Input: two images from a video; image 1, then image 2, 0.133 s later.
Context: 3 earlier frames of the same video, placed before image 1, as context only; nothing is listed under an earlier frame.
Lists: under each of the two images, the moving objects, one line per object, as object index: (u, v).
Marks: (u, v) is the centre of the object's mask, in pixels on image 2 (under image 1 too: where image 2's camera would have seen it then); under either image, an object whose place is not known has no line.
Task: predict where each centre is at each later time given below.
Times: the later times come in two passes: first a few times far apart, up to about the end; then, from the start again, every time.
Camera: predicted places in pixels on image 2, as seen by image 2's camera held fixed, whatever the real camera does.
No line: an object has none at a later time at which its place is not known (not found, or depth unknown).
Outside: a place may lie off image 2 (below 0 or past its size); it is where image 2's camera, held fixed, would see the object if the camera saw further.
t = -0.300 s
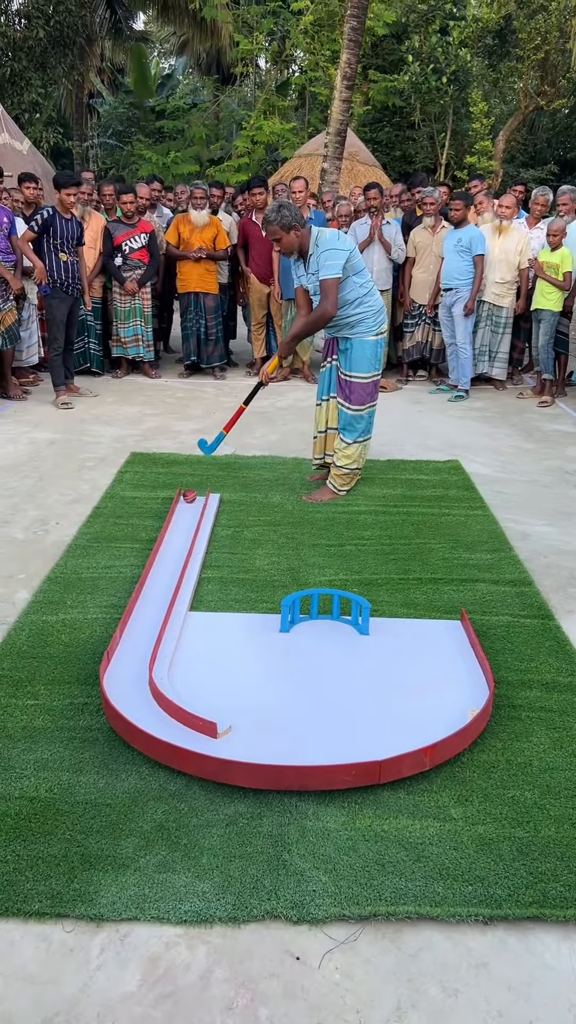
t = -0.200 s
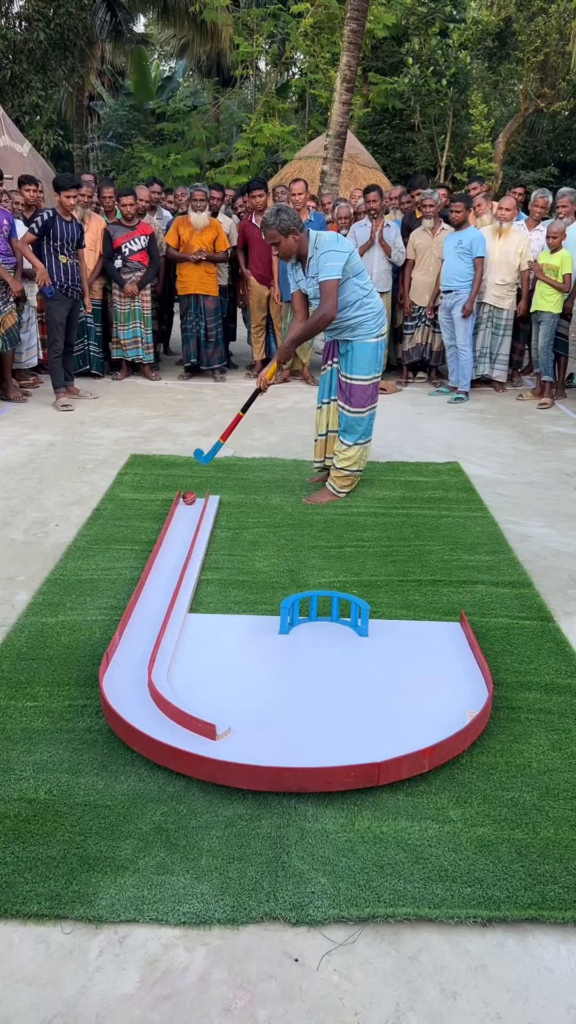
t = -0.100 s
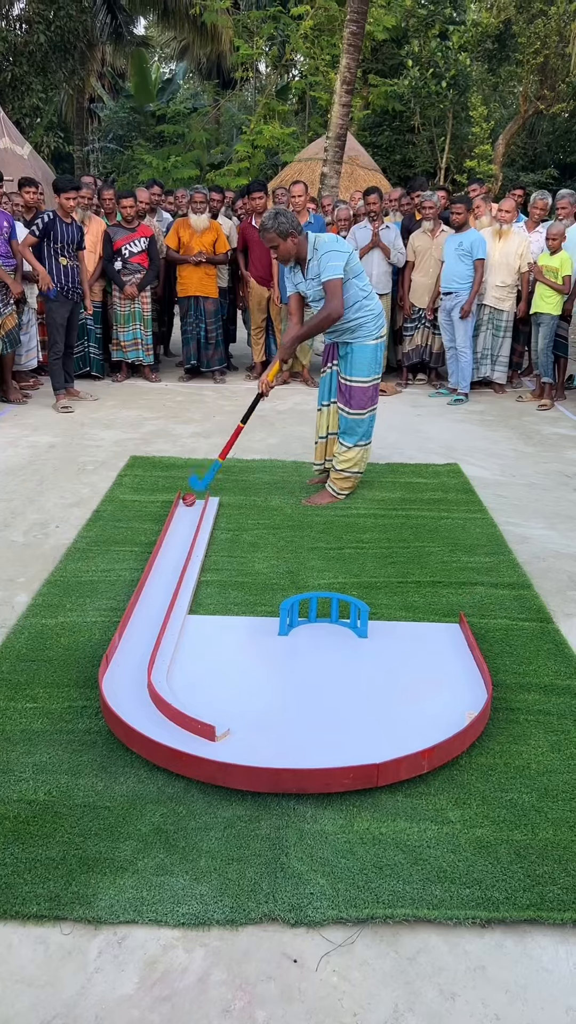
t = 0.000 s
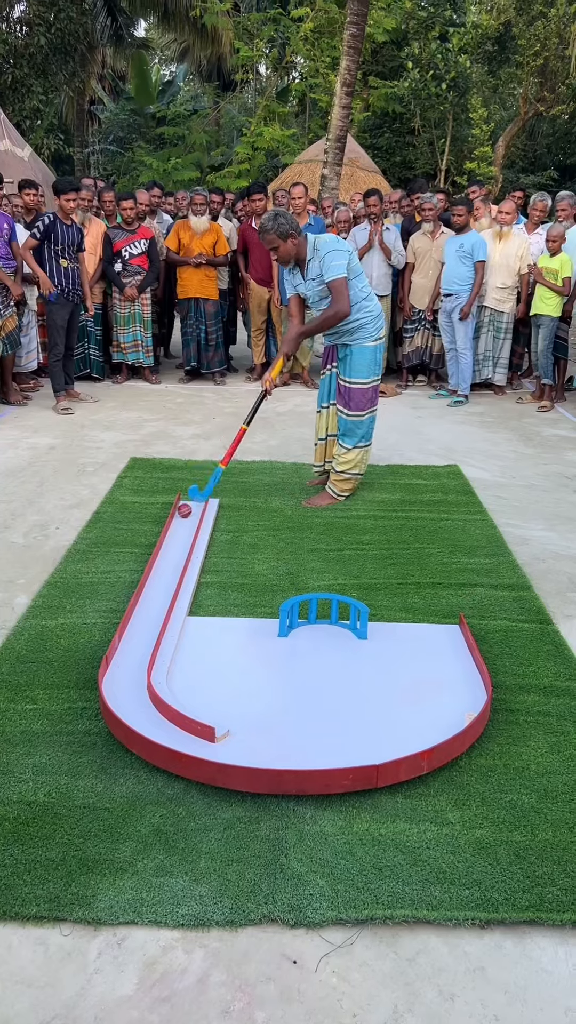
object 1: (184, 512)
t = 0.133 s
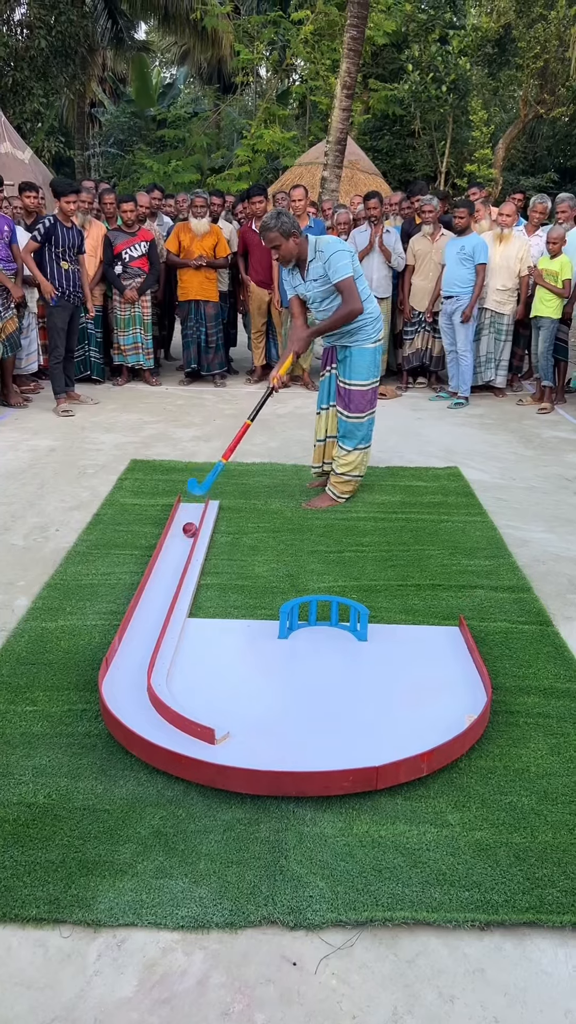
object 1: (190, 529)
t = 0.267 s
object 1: (179, 546)
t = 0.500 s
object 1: (165, 576)
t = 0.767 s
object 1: (149, 617)
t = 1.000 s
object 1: (138, 657)
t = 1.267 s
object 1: (126, 708)
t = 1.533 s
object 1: (178, 743)
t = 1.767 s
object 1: (247, 760)
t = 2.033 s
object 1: (332, 762)
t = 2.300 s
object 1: (402, 749)
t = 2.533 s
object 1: (445, 728)
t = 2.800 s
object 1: (426, 701)
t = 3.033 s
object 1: (403, 678)
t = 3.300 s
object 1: (381, 651)
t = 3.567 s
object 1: (375, 639)
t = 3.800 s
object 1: (382, 642)
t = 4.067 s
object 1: (389, 644)
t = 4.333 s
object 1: (393, 642)
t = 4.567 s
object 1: (397, 638)
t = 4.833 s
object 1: (405, 633)
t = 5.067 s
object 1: (411, 626)
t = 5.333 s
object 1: (416, 616)
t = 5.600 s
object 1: (421, 613)
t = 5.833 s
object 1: (424, 612)
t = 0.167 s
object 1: (187, 533)
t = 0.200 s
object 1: (184, 537)
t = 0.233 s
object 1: (181, 541)
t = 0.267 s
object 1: (179, 546)
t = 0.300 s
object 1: (177, 550)
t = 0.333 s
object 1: (175, 554)
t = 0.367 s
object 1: (173, 558)
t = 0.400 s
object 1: (171, 562)
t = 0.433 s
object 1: (169, 567)
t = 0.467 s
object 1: (167, 572)
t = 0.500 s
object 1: (165, 576)
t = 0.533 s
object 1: (163, 581)
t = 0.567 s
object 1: (161, 586)
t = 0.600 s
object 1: (159, 591)
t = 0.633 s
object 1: (157, 596)
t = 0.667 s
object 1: (155, 601)
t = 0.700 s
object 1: (153, 606)
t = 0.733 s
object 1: (151, 611)
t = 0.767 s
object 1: (149, 617)
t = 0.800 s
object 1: (148, 622)
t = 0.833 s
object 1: (146, 628)
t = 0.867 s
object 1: (144, 633)
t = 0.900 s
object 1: (143, 639)
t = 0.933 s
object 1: (141, 644)
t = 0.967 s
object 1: (139, 650)
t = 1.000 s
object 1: (138, 657)
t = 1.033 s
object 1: (136, 663)
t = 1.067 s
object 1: (135, 669)
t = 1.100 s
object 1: (133, 675)
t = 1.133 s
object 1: (132, 681)
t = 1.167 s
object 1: (130, 688)
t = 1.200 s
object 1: (129, 694)
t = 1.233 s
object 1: (128, 701)
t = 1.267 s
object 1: (126, 708)
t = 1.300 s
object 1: (126, 713)
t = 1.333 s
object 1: (134, 718)
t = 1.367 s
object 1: (141, 722)
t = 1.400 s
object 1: (148, 727)
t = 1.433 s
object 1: (156, 731)
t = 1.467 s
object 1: (163, 735)
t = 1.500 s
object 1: (170, 739)
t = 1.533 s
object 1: (178, 743)
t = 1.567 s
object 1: (186, 747)
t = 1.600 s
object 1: (195, 750)
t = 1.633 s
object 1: (205, 752)
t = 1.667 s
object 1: (215, 754)
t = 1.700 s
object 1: (226, 757)
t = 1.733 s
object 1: (236, 759)
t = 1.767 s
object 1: (247, 760)
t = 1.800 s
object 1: (257, 761)
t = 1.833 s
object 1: (268, 763)
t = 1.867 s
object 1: (279, 763)
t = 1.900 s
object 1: (290, 764)
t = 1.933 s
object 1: (300, 763)
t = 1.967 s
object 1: (311, 763)
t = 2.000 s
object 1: (322, 763)
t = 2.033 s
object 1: (332, 762)
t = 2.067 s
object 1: (342, 762)
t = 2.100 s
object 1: (352, 761)
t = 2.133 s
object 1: (362, 760)
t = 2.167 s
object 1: (371, 758)
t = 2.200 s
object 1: (380, 757)
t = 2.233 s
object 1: (387, 754)
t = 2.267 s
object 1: (394, 752)
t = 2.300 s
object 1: (402, 749)
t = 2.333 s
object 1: (408, 746)
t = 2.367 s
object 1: (415, 743)
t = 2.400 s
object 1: (422, 741)
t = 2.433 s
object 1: (428, 738)
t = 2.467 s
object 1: (434, 735)
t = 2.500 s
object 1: (440, 731)
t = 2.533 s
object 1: (445, 728)
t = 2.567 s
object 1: (451, 724)
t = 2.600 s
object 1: (449, 721)
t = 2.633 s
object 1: (445, 718)
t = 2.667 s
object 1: (441, 714)
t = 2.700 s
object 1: (437, 711)
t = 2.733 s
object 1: (433, 707)
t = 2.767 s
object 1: (429, 704)
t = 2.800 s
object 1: (426, 701)
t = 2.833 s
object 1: (423, 698)
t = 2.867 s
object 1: (419, 694)
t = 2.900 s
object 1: (416, 691)
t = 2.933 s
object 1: (413, 688)
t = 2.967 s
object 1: (409, 684)
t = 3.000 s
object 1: (406, 681)
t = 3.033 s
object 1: (403, 678)
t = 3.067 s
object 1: (400, 674)
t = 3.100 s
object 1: (397, 671)
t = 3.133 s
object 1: (394, 668)
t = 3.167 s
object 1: (391, 664)
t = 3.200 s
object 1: (389, 661)
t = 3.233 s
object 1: (386, 658)
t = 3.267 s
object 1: (383, 655)
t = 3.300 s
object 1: (381, 651)
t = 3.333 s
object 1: (378, 648)
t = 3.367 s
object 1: (376, 645)
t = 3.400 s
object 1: (374, 642)
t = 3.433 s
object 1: (371, 639)
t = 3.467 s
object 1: (370, 636)
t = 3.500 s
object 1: (372, 636)
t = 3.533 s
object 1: (373, 639)
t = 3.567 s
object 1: (375, 639)
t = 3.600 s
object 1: (376, 640)
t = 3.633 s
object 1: (378, 641)
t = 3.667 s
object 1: (379, 641)
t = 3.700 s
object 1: (380, 641)
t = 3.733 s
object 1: (381, 642)
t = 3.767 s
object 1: (381, 642)
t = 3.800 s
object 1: (382, 642)
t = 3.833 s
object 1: (382, 642)
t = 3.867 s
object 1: (383, 643)
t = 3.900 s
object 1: (384, 643)
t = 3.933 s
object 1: (385, 643)
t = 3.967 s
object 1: (386, 644)
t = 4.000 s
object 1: (387, 644)
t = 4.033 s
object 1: (388, 644)
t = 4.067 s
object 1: (389, 644)
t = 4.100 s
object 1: (389, 644)
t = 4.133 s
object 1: (390, 644)
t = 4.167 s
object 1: (391, 644)
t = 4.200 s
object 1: (391, 643)
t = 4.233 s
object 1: (392, 643)
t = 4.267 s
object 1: (392, 643)
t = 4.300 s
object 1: (393, 642)
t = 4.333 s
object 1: (393, 642)
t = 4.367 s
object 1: (394, 642)
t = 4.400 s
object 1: (394, 641)
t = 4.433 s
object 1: (395, 641)
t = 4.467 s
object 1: (395, 640)
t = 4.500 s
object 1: (396, 640)
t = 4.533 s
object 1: (397, 639)
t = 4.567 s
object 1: (397, 638)
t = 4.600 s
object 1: (398, 638)
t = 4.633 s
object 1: (399, 637)
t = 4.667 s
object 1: (400, 636)
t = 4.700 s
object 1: (401, 636)
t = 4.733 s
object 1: (402, 635)
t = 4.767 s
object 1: (403, 634)
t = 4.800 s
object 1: (404, 634)
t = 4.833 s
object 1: (405, 633)
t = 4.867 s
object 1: (406, 632)
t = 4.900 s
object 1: (406, 631)
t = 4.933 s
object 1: (407, 630)
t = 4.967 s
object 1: (408, 629)
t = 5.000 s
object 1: (409, 628)
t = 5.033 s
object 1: (410, 627)
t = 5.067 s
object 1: (411, 626)
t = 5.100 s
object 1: (411, 625)
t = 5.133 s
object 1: (412, 624)
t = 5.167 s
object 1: (413, 622)
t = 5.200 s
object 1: (414, 621)
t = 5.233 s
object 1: (414, 620)
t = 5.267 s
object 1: (415, 618)
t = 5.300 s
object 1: (416, 617)
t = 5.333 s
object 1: (416, 616)
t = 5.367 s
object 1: (417, 616)
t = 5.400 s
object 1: (418, 616)
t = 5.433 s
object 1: (419, 615)
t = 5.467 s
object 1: (419, 615)
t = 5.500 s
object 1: (420, 614)
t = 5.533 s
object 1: (420, 613)
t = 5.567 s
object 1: (421, 612)
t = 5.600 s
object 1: (421, 613)
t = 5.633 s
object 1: (421, 612)
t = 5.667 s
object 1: (422, 612)
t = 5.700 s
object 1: (422, 612)
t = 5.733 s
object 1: (423, 612)
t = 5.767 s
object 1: (423, 612)
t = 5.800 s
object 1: (423, 612)
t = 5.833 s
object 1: (424, 612)
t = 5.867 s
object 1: (424, 612)
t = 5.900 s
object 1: (424, 612)
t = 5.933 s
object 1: (424, 612)
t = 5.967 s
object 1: (424, 612)
